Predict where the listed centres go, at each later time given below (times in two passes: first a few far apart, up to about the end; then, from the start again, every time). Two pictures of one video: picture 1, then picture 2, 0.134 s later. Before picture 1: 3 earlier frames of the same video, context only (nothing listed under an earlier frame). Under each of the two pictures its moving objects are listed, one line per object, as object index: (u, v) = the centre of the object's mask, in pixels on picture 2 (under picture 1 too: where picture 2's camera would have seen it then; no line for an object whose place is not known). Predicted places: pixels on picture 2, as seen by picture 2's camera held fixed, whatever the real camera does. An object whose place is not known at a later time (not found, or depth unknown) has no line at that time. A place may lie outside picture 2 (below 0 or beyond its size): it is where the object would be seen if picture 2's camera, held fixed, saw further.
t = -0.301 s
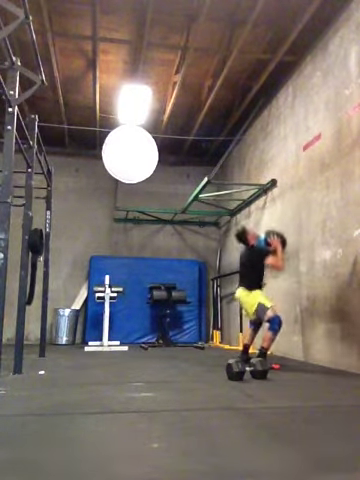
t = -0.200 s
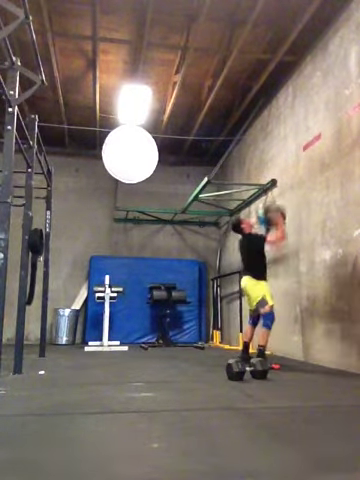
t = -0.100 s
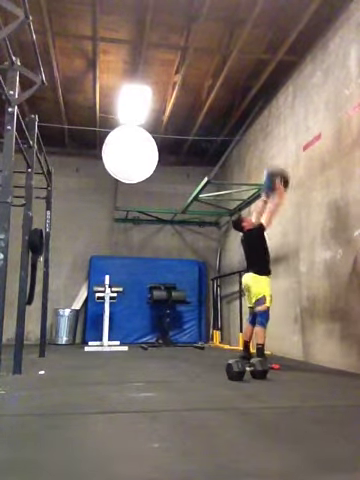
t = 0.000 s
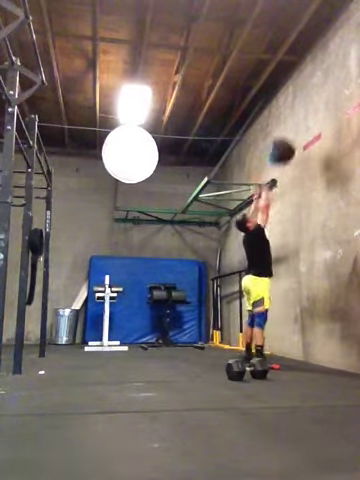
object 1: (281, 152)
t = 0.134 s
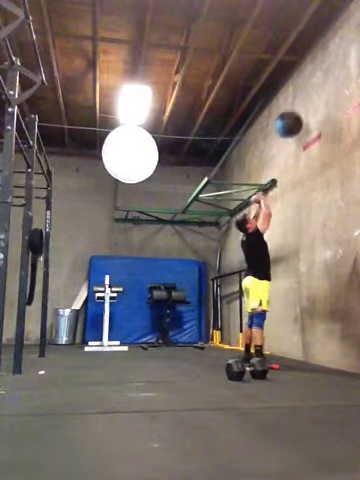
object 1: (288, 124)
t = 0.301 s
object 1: (299, 108)
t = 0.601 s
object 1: (296, 125)
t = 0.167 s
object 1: (290, 119)
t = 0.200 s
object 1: (292, 115)
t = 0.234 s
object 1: (294, 112)
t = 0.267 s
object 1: (297, 110)
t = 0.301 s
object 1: (299, 108)
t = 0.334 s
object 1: (301, 108)
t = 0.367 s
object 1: (301, 107)
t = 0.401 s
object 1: (301, 107)
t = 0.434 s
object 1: (301, 108)
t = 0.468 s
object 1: (300, 110)
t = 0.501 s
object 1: (300, 113)
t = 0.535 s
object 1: (299, 116)
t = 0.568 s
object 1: (298, 121)
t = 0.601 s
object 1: (296, 125)
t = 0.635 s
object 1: (296, 131)
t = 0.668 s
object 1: (295, 138)
